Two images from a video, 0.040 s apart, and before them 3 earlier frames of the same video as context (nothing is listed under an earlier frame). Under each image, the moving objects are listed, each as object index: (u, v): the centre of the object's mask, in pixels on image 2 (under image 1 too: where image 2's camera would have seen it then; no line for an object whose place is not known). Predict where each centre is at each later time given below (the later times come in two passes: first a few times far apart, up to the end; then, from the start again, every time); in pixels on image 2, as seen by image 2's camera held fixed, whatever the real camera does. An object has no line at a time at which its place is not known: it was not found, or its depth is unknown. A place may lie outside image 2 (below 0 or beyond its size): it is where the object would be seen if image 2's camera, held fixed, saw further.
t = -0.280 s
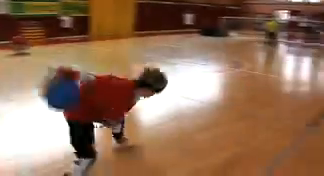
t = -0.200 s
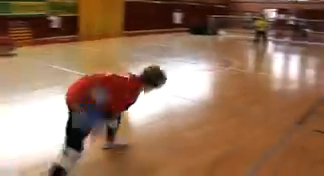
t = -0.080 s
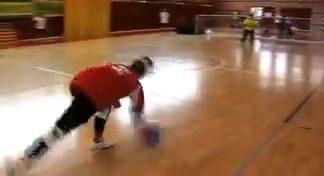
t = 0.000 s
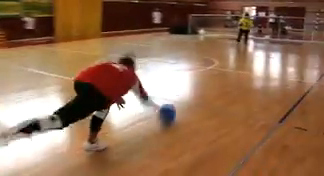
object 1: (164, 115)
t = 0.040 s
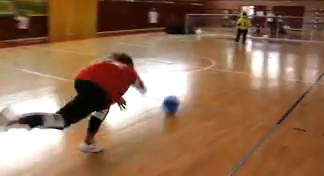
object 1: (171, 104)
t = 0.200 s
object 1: (187, 79)
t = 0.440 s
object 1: (196, 63)
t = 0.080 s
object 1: (176, 96)
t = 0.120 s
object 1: (180, 89)
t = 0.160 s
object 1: (184, 83)
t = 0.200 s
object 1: (187, 79)
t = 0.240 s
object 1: (189, 76)
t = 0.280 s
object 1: (191, 72)
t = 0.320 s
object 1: (192, 69)
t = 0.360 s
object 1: (193, 67)
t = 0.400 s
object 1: (194, 65)
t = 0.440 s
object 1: (196, 63)
